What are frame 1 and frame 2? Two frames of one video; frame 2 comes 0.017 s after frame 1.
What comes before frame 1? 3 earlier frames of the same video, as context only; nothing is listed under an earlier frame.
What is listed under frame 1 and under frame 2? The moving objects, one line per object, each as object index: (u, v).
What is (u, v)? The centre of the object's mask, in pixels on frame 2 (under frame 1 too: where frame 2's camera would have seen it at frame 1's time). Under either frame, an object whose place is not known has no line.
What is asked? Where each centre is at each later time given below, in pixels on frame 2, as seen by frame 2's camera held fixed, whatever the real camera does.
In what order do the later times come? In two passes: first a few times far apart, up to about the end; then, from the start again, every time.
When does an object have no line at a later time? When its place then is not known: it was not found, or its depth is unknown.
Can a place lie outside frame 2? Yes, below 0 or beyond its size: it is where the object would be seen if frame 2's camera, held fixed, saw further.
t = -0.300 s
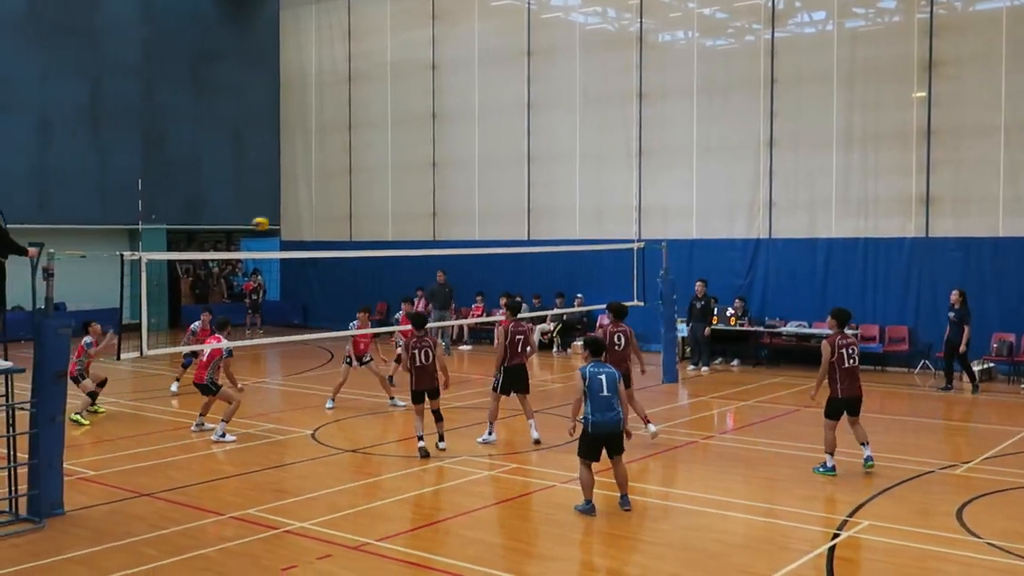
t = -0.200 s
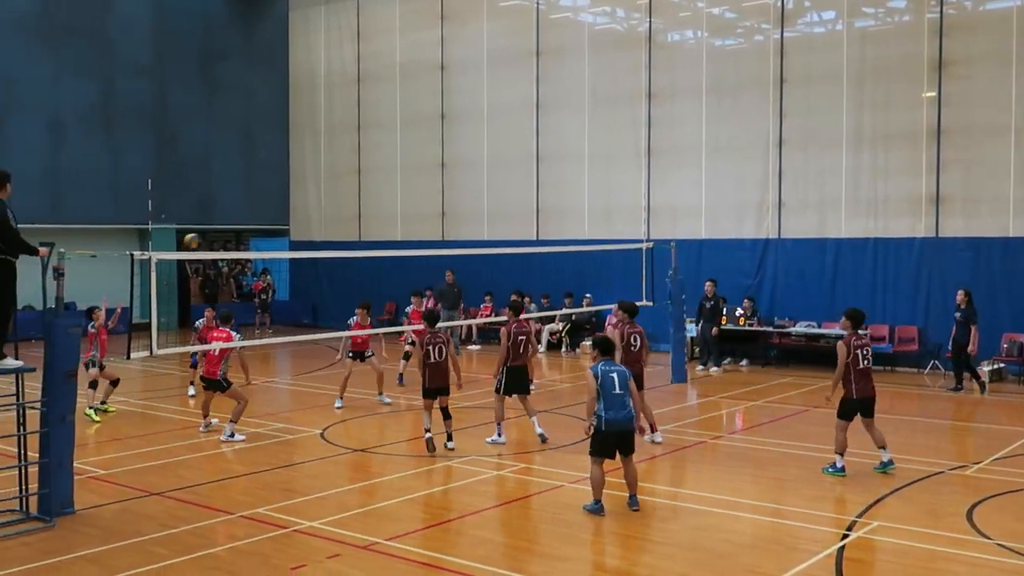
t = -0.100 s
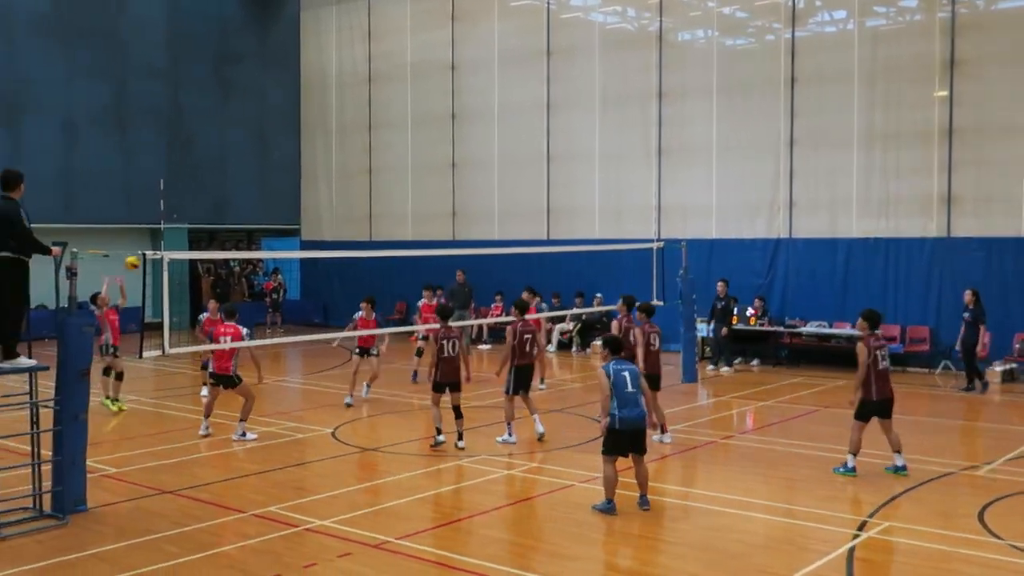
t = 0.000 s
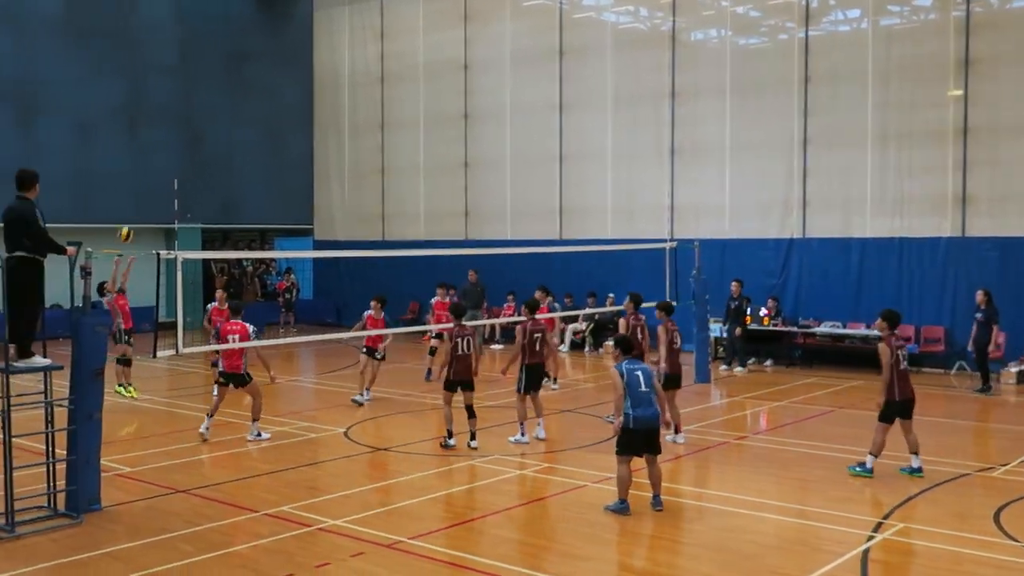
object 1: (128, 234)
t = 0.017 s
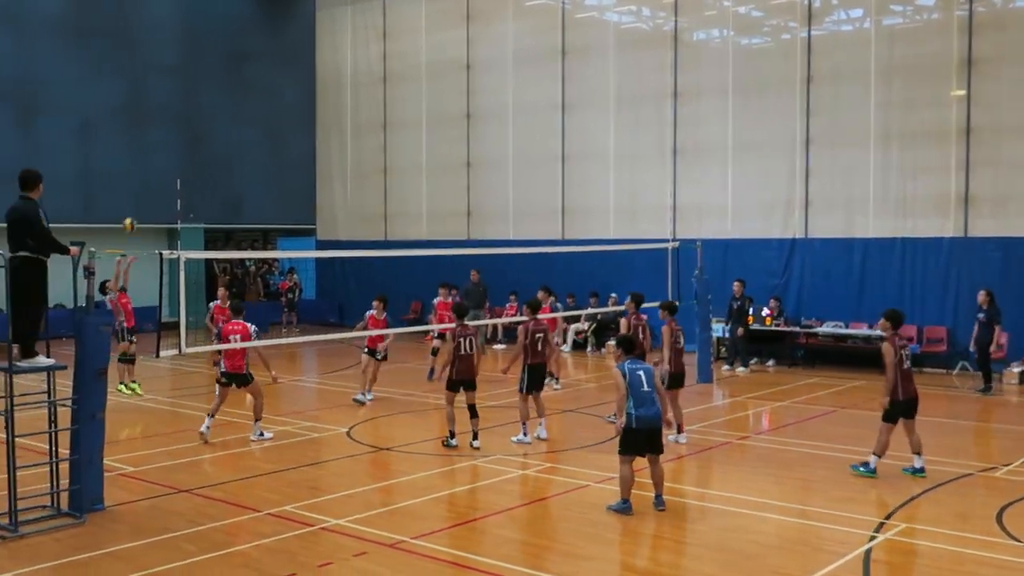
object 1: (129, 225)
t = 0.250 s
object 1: (145, 120)
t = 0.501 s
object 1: (160, 49)
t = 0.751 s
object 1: (177, 21)
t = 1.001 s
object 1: (193, 35)
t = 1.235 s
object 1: (211, 85)
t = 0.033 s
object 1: (131, 216)
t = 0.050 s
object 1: (132, 208)
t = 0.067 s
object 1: (133, 200)
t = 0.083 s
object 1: (134, 191)
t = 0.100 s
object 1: (135, 183)
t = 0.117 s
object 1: (136, 175)
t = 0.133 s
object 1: (137, 167)
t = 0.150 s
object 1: (138, 161)
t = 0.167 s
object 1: (139, 154)
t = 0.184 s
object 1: (141, 146)
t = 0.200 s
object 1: (142, 139)
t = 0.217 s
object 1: (143, 132)
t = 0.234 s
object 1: (144, 126)
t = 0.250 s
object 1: (145, 120)
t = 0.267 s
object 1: (145, 113)
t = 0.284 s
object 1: (146, 108)
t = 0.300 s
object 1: (147, 103)
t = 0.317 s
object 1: (149, 97)
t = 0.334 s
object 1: (149, 92)
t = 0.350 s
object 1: (151, 87)
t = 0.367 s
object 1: (152, 83)
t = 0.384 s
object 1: (153, 77)
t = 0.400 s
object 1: (154, 73)
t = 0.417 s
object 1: (155, 69)
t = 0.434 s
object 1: (156, 65)
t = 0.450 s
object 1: (157, 60)
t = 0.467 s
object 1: (158, 56)
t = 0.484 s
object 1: (159, 53)
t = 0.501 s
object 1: (160, 49)
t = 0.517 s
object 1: (161, 46)
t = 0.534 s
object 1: (162, 43)
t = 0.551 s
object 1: (163, 40)
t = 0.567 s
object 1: (164, 38)
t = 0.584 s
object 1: (165, 35)
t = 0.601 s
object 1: (166, 33)
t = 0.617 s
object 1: (167, 31)
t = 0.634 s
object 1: (168, 28)
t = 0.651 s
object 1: (169, 27)
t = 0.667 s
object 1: (171, 26)
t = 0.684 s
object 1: (172, 25)
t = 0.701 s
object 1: (173, 24)
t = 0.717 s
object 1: (175, 23)
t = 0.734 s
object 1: (175, 22)
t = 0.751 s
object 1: (177, 21)
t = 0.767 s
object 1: (178, 20)
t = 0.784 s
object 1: (179, 20)
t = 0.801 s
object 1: (180, 20)
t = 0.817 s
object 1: (181, 20)
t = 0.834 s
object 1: (182, 21)
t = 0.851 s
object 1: (183, 21)
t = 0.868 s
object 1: (184, 22)
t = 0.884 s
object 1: (186, 23)
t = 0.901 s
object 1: (187, 23)
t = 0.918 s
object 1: (187, 25)
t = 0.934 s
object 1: (189, 27)
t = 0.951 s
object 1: (190, 28)
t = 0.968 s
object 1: (191, 30)
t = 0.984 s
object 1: (192, 32)
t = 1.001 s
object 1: (193, 35)
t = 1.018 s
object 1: (195, 37)
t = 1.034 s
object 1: (196, 40)
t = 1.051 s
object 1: (197, 43)
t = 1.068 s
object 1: (198, 45)
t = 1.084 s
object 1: (200, 48)
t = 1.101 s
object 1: (201, 52)
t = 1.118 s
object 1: (202, 55)
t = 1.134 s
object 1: (203, 59)
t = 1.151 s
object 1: (205, 63)
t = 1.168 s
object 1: (206, 67)
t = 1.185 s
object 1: (207, 72)
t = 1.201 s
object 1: (208, 76)
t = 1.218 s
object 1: (209, 81)
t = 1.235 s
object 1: (211, 85)
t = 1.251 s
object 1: (211, 91)
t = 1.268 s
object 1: (213, 96)
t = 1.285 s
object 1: (214, 102)
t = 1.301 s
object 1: (215, 108)
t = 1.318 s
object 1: (216, 113)
